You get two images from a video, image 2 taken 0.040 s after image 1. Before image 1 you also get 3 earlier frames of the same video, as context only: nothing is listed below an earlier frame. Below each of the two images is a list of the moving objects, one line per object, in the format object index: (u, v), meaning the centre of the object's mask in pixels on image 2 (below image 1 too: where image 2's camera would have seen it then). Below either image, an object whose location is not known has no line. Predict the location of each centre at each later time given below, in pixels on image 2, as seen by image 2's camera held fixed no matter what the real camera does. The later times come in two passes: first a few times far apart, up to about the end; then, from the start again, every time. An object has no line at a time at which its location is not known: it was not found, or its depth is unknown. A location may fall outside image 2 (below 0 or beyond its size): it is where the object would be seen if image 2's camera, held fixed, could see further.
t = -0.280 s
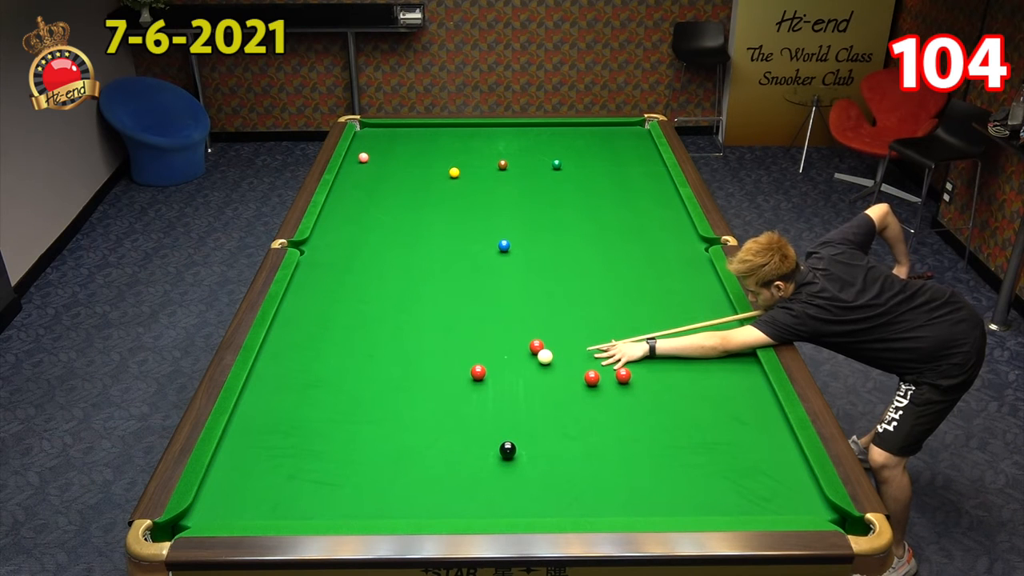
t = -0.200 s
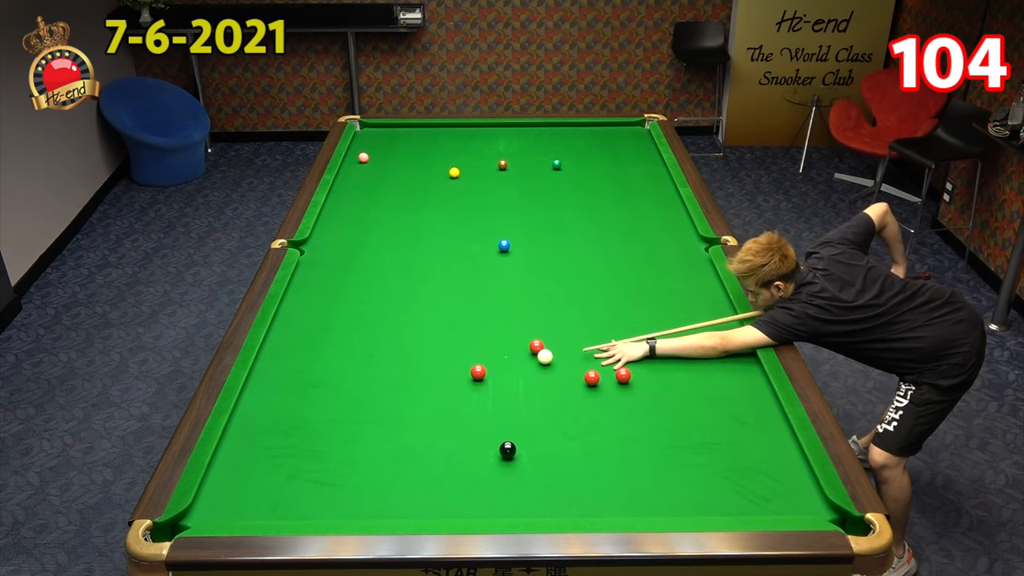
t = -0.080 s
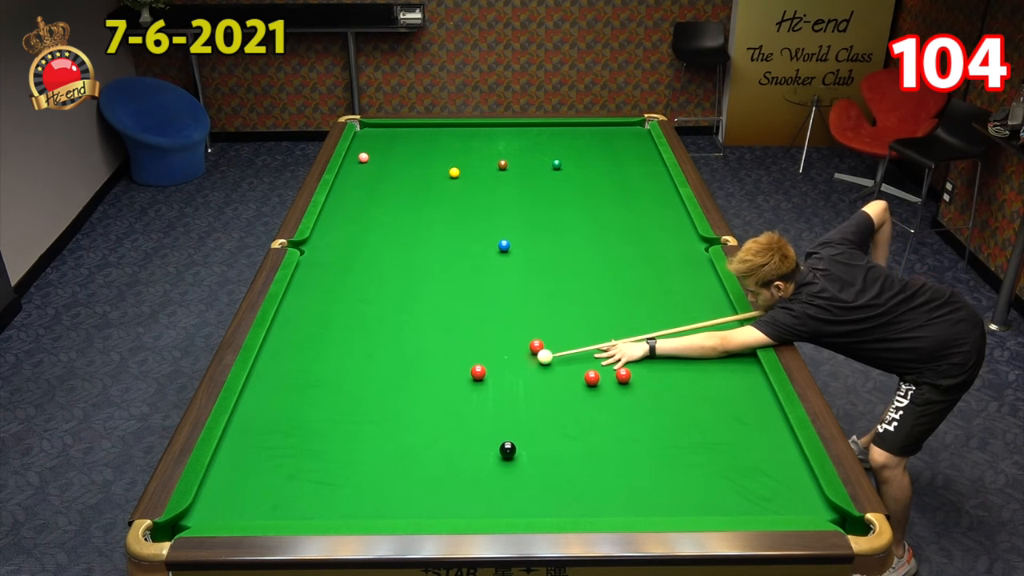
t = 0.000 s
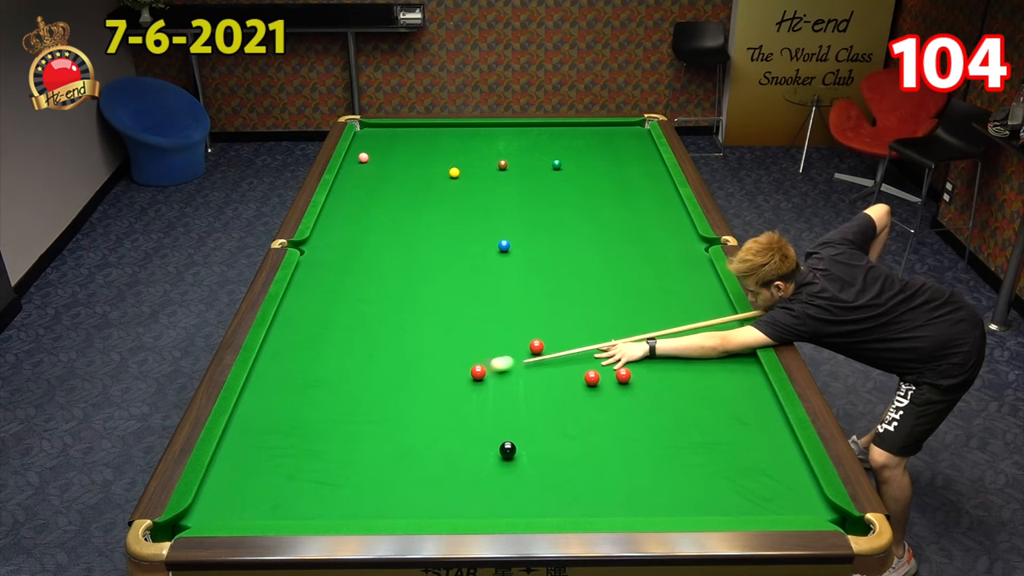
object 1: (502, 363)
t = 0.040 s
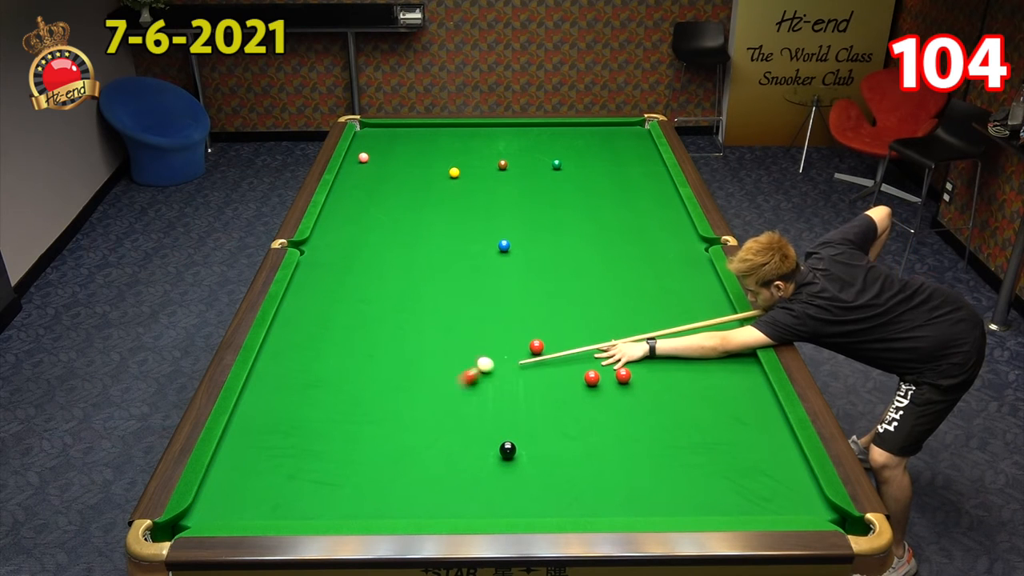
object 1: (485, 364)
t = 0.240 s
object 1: (456, 350)
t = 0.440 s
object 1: (434, 339)
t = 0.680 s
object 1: (409, 325)
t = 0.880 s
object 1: (390, 315)
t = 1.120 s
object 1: (368, 304)
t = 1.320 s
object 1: (352, 296)
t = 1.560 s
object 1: (334, 286)
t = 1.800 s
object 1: (317, 278)
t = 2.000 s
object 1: (303, 271)
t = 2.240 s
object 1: (311, 264)
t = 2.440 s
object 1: (321, 259)
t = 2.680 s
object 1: (333, 253)
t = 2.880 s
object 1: (342, 248)
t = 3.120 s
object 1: (351, 243)
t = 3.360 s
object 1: (360, 239)
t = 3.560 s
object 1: (366, 236)
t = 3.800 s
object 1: (373, 232)
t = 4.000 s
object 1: (378, 230)
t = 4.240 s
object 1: (384, 227)
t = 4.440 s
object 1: (388, 225)
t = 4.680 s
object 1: (392, 223)
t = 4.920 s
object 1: (396, 222)
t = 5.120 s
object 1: (398, 220)
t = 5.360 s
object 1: (400, 219)
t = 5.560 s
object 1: (401, 219)
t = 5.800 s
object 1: (402, 218)
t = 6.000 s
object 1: (402, 218)
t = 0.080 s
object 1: (478, 361)
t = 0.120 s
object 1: (471, 358)
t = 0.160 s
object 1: (466, 355)
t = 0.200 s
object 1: (461, 353)
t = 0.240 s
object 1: (456, 350)
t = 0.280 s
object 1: (452, 348)
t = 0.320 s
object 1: (447, 346)
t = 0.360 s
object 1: (443, 343)
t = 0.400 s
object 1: (438, 341)
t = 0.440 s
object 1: (434, 339)
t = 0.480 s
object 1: (430, 336)
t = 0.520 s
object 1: (425, 334)
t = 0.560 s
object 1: (421, 332)
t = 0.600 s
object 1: (417, 330)
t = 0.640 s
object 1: (413, 328)
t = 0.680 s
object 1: (409, 325)
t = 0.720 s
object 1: (405, 324)
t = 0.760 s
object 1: (401, 322)
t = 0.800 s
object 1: (397, 320)
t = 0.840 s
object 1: (393, 317)
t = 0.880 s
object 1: (390, 315)
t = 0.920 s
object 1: (386, 313)
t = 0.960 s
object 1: (382, 312)
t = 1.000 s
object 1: (379, 310)
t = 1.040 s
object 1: (375, 308)
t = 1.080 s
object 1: (372, 306)
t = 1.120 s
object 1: (368, 304)
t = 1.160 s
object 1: (365, 303)
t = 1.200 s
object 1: (362, 301)
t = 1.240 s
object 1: (358, 299)
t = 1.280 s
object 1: (355, 297)
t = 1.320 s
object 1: (352, 296)
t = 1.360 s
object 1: (349, 294)
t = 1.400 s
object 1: (346, 293)
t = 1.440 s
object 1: (342, 291)
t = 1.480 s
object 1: (339, 289)
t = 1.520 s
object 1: (337, 288)
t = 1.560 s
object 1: (334, 286)
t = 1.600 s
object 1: (331, 285)
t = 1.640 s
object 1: (328, 283)
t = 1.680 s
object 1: (325, 282)
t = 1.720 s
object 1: (322, 280)
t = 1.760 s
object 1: (319, 279)
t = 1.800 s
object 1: (317, 278)
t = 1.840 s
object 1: (314, 276)
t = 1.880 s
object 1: (311, 275)
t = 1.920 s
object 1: (309, 274)
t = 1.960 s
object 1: (306, 272)
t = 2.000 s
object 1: (303, 271)
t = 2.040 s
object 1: (301, 270)
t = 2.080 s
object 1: (302, 269)
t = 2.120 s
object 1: (304, 267)
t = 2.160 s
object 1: (306, 266)
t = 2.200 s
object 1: (309, 265)
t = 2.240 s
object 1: (311, 264)
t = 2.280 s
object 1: (313, 263)
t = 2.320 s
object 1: (315, 262)
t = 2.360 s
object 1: (317, 261)
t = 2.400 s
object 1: (319, 260)
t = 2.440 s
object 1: (321, 259)
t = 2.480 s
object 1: (323, 258)
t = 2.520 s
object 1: (325, 257)
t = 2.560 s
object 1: (327, 256)
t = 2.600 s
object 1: (329, 255)
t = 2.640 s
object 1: (331, 254)
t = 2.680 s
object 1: (333, 253)
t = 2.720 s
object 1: (335, 252)
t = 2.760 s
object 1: (336, 251)
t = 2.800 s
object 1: (338, 250)
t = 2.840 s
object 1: (340, 249)
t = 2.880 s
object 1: (342, 248)
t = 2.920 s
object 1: (343, 247)
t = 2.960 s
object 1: (345, 247)
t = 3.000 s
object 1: (347, 246)
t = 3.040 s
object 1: (348, 245)
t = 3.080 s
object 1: (350, 244)
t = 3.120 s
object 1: (351, 243)
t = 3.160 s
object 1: (353, 243)
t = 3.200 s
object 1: (354, 242)
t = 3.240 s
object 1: (355, 242)
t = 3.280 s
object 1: (357, 240)
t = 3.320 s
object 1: (358, 240)
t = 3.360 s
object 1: (360, 239)
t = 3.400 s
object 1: (361, 238)
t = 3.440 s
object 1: (362, 238)
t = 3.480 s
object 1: (364, 237)
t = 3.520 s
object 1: (365, 237)
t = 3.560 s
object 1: (366, 236)
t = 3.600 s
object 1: (367, 235)
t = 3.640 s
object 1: (369, 235)
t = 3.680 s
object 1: (370, 234)
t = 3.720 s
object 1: (371, 234)
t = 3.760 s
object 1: (372, 233)
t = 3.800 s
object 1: (373, 232)
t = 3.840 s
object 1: (374, 232)
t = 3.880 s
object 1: (375, 231)
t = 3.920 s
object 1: (377, 231)
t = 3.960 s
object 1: (377, 230)
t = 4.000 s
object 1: (378, 230)
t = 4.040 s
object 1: (379, 230)
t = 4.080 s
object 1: (380, 229)
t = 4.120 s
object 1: (381, 229)
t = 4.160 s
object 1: (382, 228)
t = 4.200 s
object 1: (383, 228)
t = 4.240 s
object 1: (384, 227)
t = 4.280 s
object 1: (385, 227)
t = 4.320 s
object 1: (386, 226)
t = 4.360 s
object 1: (386, 226)
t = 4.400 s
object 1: (387, 226)
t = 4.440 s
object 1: (388, 225)
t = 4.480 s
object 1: (389, 225)
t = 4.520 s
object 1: (389, 225)
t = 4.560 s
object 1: (390, 224)
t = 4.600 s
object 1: (391, 224)
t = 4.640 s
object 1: (392, 224)
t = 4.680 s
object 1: (392, 223)
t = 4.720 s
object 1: (393, 223)
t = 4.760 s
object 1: (393, 222)
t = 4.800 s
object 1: (394, 222)
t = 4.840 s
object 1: (395, 222)
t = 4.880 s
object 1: (395, 222)
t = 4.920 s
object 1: (396, 222)
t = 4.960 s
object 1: (396, 221)
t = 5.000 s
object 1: (397, 221)
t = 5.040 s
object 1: (397, 221)
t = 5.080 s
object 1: (398, 221)
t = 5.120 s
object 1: (398, 220)
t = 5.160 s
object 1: (398, 220)
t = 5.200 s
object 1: (399, 220)
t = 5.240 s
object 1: (399, 220)
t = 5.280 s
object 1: (400, 220)
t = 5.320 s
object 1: (400, 220)
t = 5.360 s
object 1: (400, 219)
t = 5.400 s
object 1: (401, 219)
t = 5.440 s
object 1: (401, 219)
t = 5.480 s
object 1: (401, 219)
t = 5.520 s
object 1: (401, 219)
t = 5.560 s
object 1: (401, 219)
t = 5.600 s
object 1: (402, 219)
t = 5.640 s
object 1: (402, 219)
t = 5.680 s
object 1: (402, 219)
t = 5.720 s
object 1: (402, 219)
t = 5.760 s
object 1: (402, 218)
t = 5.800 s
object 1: (402, 218)
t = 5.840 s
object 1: (402, 218)
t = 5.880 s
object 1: (402, 218)
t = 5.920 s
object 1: (402, 218)
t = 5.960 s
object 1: (402, 218)
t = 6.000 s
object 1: (402, 218)
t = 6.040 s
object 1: (402, 218)
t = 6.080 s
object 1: (402, 218)
